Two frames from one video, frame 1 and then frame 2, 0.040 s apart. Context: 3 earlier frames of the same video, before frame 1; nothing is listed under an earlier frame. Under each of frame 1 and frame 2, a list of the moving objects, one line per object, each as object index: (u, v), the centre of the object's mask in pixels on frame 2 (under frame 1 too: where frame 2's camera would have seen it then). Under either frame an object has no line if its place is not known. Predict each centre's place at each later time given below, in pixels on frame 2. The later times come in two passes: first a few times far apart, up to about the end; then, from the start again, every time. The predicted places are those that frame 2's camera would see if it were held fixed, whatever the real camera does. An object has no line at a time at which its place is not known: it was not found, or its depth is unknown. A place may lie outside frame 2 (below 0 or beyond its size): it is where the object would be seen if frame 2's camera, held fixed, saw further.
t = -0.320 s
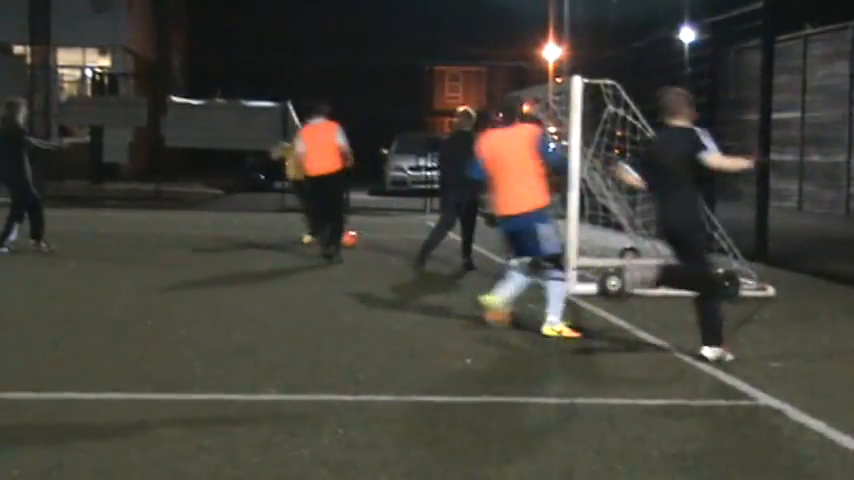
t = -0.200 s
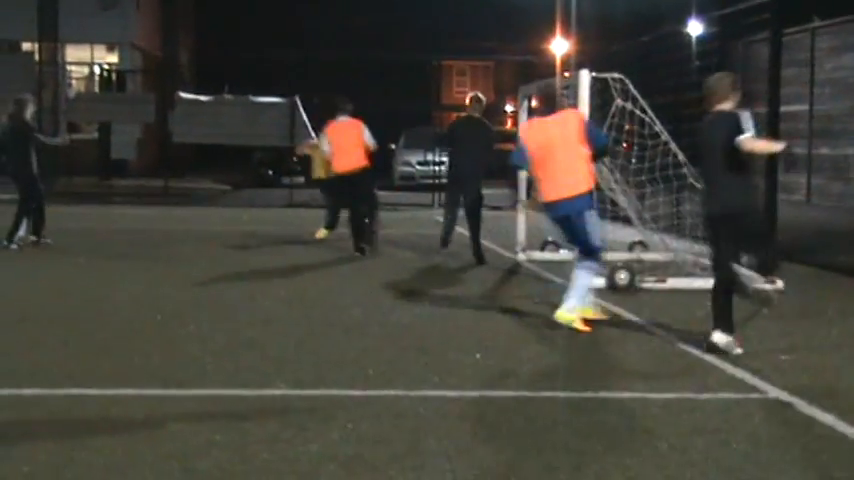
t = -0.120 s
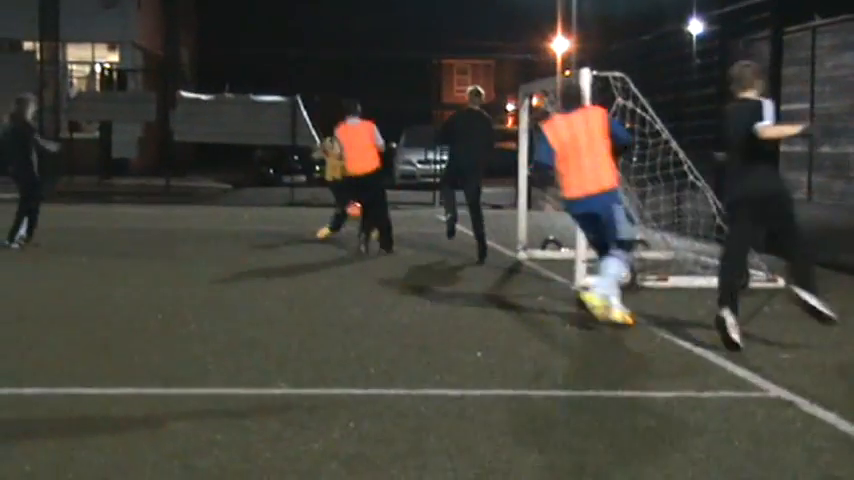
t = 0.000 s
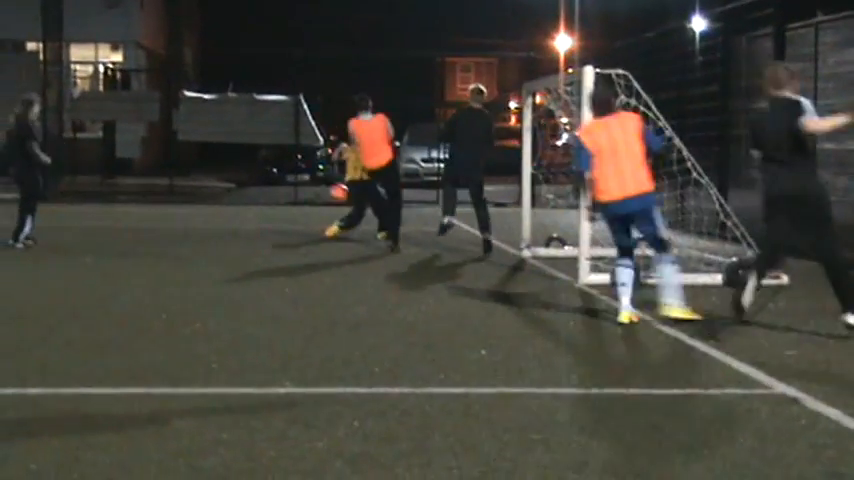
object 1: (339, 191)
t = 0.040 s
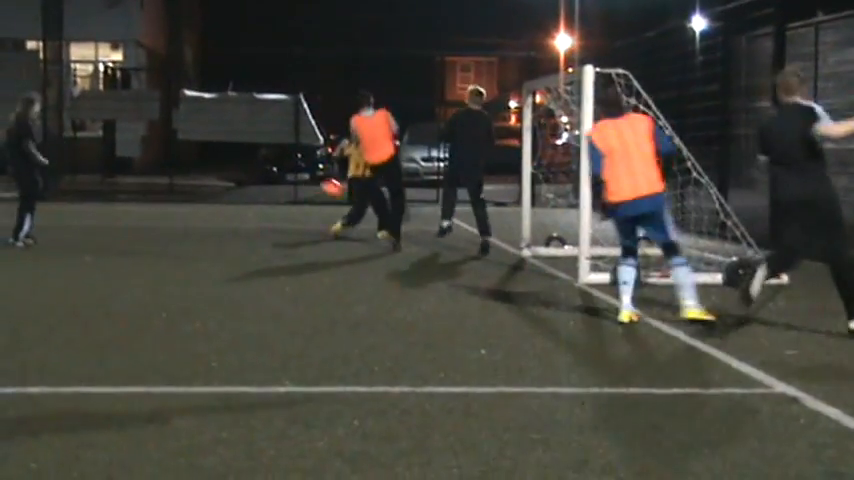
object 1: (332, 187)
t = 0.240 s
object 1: (286, 192)
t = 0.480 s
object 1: (210, 252)
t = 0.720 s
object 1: (136, 232)
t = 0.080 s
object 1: (324, 185)
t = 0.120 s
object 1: (316, 185)
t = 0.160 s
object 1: (306, 186)
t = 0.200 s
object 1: (297, 187)
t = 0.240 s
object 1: (286, 192)
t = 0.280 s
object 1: (276, 197)
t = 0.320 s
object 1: (265, 203)
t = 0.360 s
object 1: (252, 212)
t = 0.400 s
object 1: (239, 224)
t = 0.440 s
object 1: (225, 236)
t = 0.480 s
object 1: (210, 252)
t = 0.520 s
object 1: (195, 267)
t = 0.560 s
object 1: (183, 259)
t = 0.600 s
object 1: (172, 249)
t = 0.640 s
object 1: (160, 242)
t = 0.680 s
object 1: (148, 236)
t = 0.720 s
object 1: (136, 232)
